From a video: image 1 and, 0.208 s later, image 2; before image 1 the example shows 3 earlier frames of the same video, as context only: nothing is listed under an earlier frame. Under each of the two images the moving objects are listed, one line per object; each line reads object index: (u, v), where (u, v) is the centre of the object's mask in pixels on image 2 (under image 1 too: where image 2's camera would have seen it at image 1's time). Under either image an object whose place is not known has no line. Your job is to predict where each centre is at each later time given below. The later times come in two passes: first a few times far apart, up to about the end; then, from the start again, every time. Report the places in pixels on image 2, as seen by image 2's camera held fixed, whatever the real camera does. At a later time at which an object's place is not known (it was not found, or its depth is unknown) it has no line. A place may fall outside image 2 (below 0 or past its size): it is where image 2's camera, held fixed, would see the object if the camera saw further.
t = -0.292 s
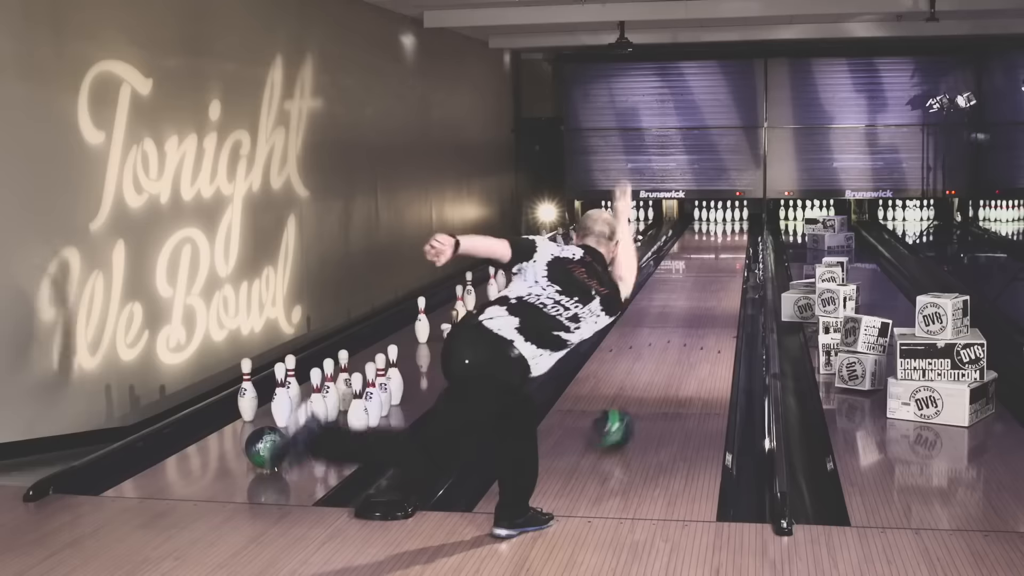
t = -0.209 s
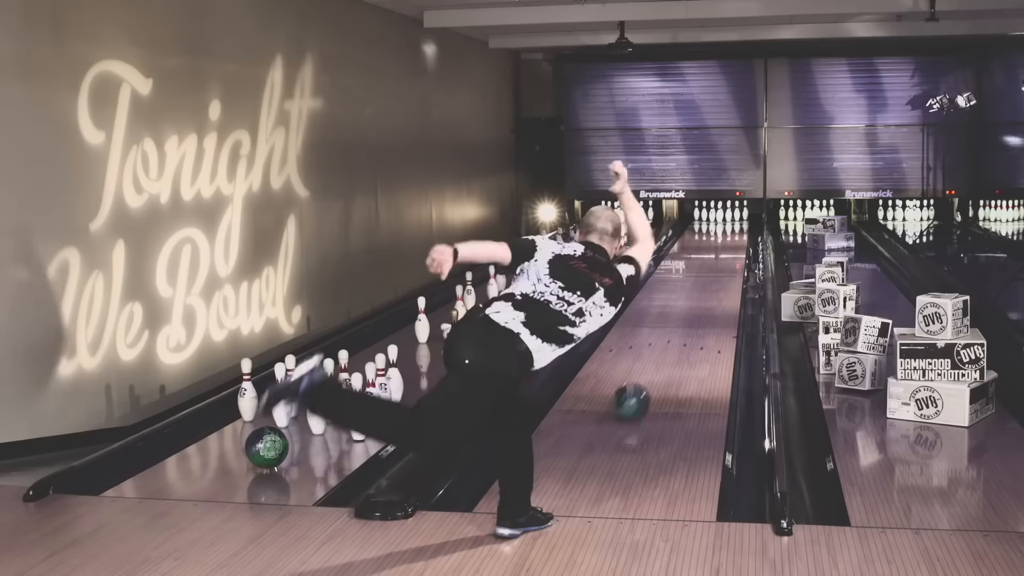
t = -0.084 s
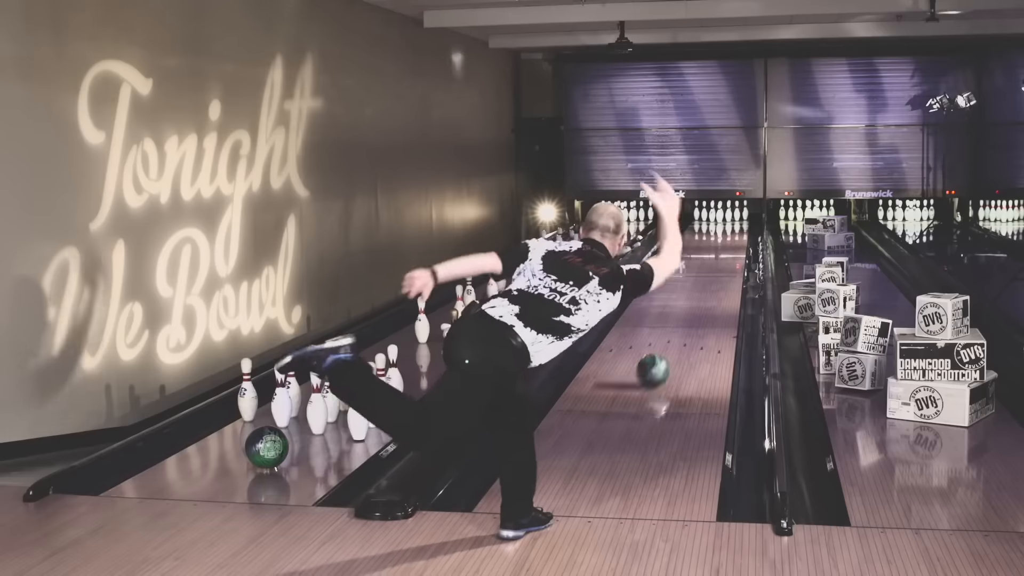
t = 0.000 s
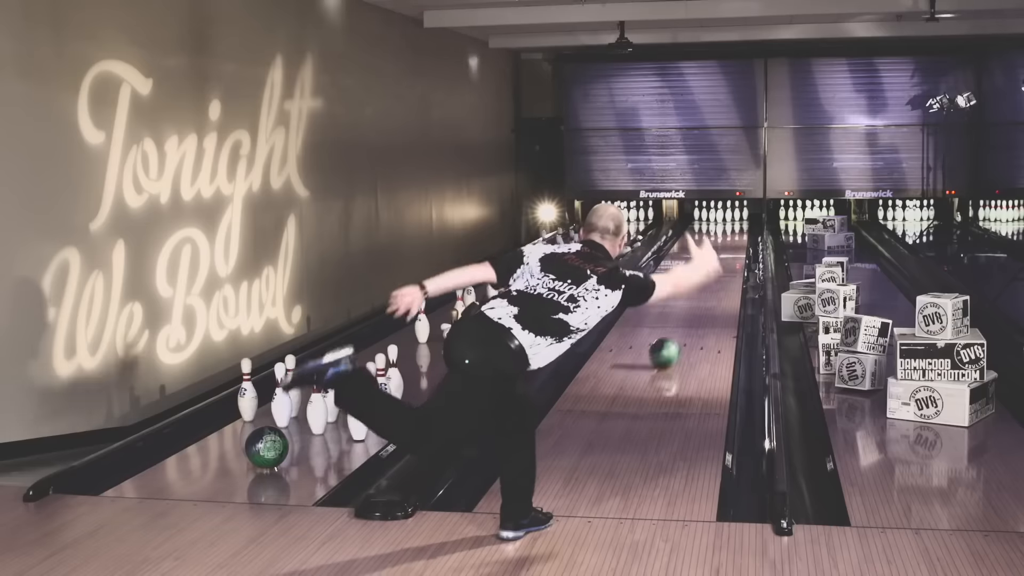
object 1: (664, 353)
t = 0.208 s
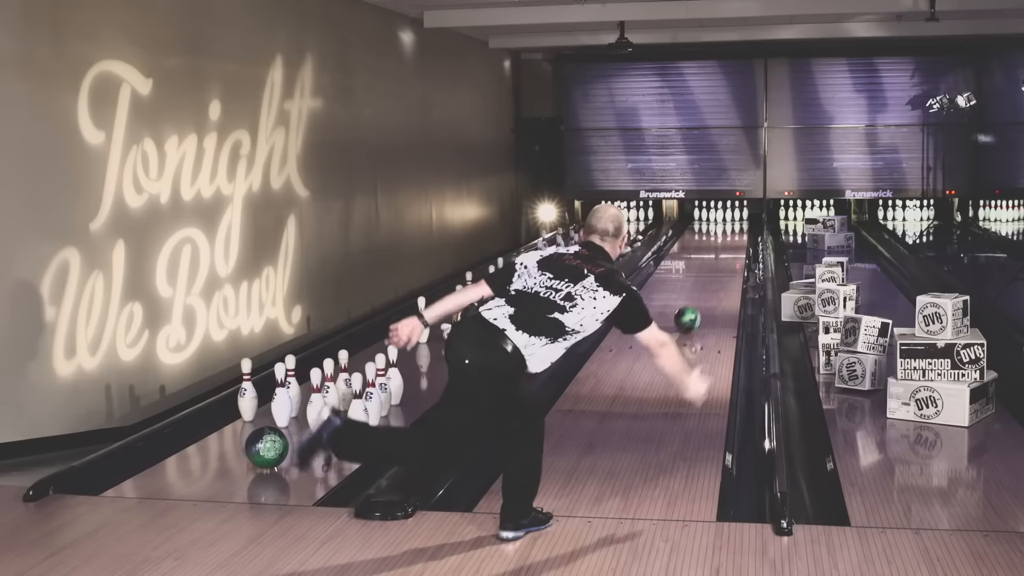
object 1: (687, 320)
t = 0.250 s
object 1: (690, 314)
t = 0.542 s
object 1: (710, 283)
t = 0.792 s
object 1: (722, 263)
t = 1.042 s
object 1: (729, 248)
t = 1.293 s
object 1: (733, 237)
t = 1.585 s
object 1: (733, 227)
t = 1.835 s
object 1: (729, 220)
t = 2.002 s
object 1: (727, 217)
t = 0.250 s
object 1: (690, 314)
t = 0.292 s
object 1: (694, 308)
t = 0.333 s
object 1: (697, 304)
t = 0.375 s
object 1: (700, 299)
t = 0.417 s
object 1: (703, 295)
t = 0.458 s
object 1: (706, 290)
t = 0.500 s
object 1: (708, 287)
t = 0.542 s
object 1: (710, 283)
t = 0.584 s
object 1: (712, 279)
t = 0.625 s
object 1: (715, 275)
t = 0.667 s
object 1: (716, 272)
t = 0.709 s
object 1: (718, 269)
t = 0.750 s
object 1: (720, 266)
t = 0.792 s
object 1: (722, 263)
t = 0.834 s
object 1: (723, 261)
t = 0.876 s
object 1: (725, 258)
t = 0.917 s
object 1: (726, 255)
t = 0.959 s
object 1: (727, 253)
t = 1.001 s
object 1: (728, 250)
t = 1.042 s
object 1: (729, 248)
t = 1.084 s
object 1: (731, 246)
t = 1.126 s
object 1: (731, 244)
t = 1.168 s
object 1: (732, 242)
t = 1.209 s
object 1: (732, 240)
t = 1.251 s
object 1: (733, 238)
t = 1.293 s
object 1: (733, 237)
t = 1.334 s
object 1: (734, 235)
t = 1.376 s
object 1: (734, 233)
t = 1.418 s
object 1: (734, 232)
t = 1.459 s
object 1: (734, 230)
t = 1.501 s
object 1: (734, 229)
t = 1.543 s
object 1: (734, 228)
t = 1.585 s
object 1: (733, 227)
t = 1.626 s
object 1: (732, 225)
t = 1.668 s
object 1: (732, 224)
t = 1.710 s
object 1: (731, 223)
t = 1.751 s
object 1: (730, 222)
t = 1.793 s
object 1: (729, 221)
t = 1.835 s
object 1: (729, 220)
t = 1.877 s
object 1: (727, 219)
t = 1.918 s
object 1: (726, 218)
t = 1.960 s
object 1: (726, 217)
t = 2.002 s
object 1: (727, 217)
